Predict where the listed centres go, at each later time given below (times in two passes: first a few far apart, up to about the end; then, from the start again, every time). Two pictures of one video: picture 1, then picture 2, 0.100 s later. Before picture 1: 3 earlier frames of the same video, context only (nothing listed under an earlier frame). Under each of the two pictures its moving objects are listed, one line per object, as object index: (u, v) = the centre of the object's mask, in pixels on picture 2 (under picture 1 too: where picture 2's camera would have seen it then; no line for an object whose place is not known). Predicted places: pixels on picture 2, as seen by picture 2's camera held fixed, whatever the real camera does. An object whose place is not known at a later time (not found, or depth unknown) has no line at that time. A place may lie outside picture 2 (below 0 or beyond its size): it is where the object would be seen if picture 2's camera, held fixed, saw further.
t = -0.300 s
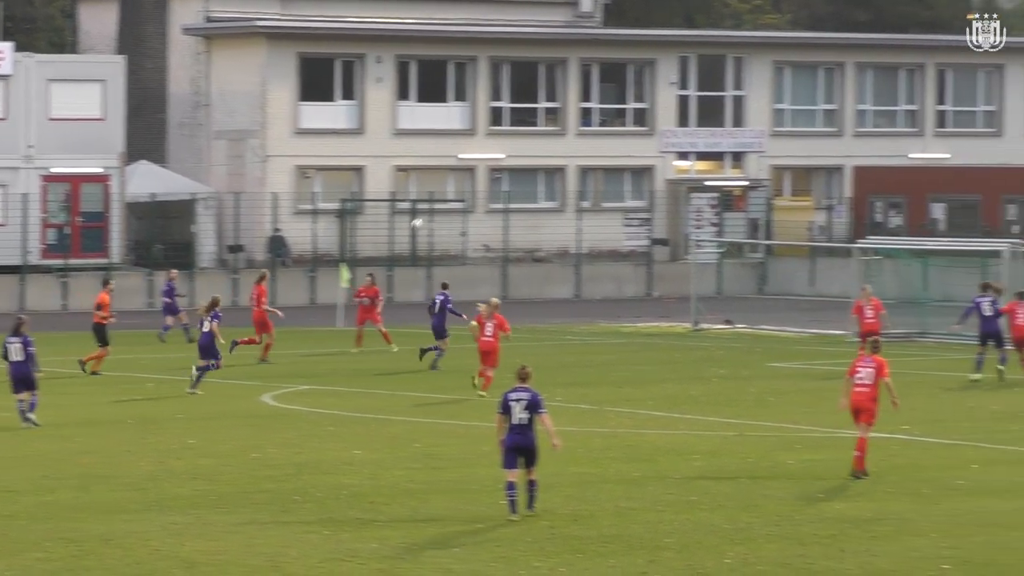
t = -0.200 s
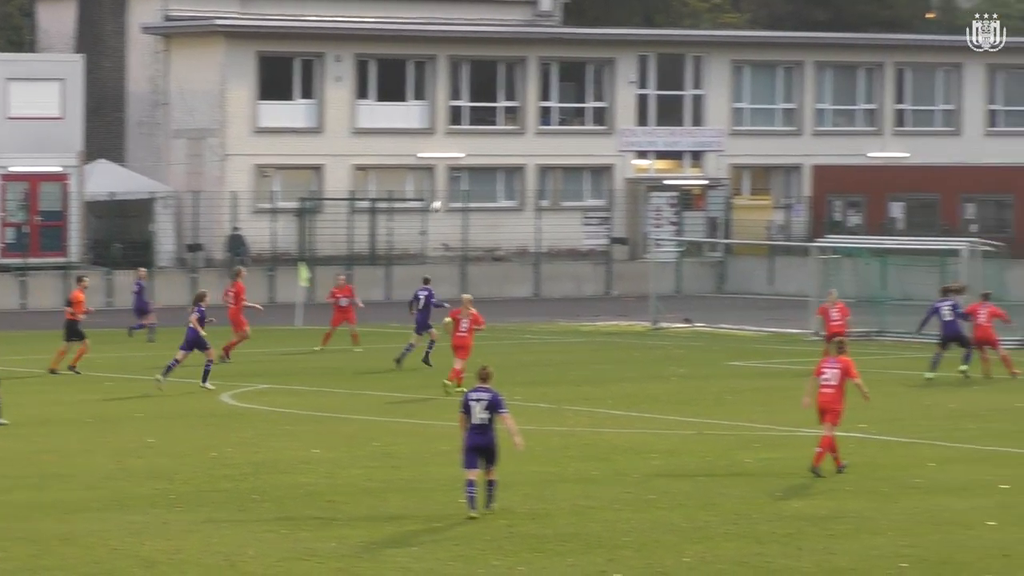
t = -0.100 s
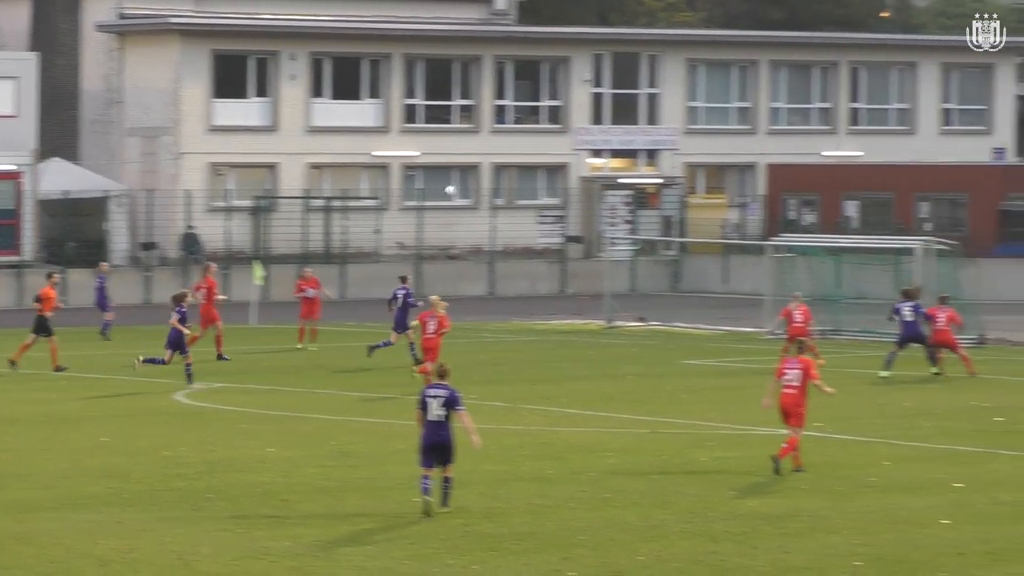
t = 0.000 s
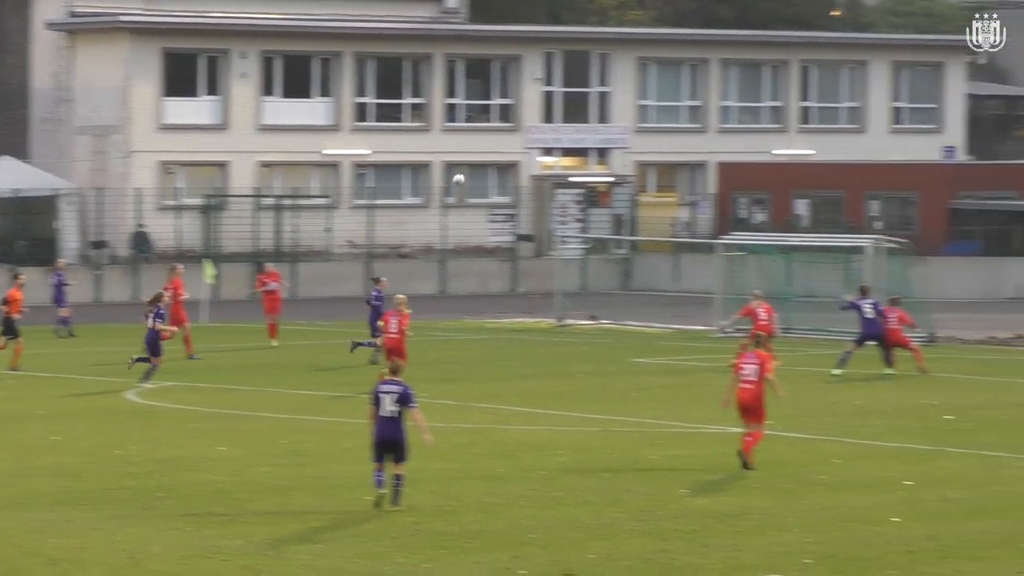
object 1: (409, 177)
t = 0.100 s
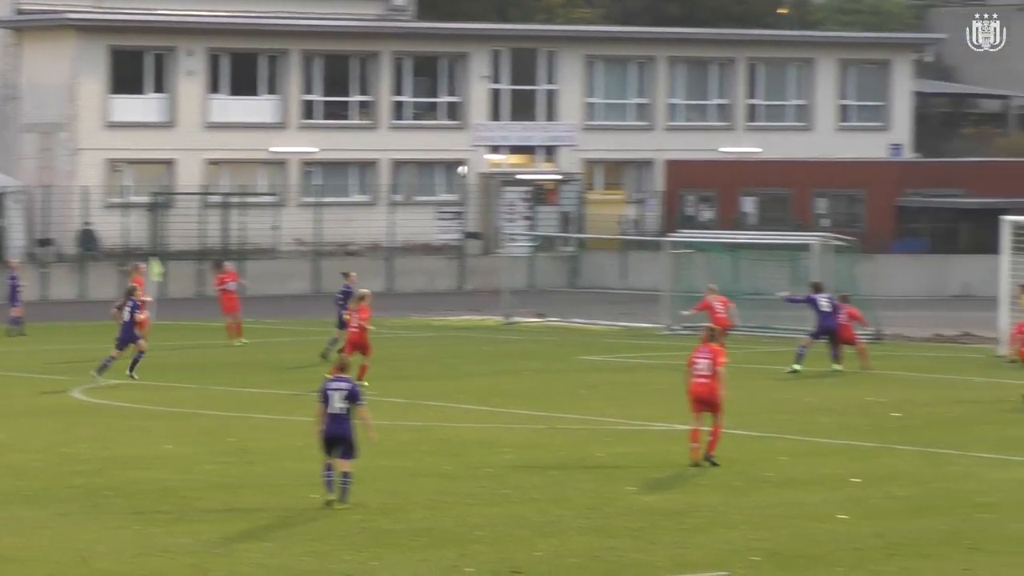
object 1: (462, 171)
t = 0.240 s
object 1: (538, 169)
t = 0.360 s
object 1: (602, 174)
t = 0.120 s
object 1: (473, 170)
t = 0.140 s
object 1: (484, 170)
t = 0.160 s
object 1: (495, 168)
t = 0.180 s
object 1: (505, 168)
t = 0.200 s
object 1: (516, 169)
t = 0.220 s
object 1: (527, 168)
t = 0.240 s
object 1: (538, 169)
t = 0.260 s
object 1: (549, 169)
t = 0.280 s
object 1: (559, 170)
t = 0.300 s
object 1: (570, 171)
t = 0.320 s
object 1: (581, 172)
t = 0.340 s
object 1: (592, 173)
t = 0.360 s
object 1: (602, 174)
